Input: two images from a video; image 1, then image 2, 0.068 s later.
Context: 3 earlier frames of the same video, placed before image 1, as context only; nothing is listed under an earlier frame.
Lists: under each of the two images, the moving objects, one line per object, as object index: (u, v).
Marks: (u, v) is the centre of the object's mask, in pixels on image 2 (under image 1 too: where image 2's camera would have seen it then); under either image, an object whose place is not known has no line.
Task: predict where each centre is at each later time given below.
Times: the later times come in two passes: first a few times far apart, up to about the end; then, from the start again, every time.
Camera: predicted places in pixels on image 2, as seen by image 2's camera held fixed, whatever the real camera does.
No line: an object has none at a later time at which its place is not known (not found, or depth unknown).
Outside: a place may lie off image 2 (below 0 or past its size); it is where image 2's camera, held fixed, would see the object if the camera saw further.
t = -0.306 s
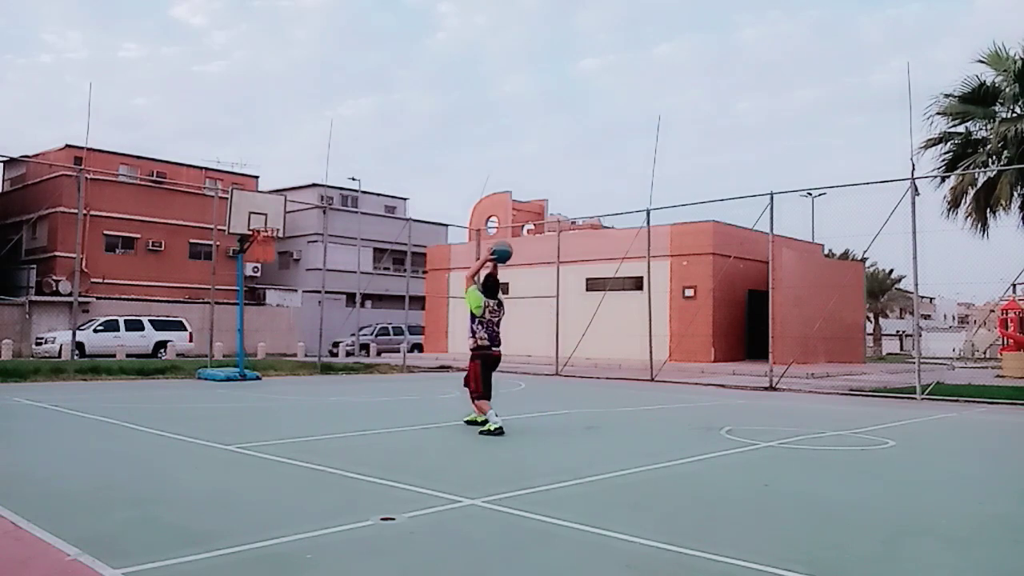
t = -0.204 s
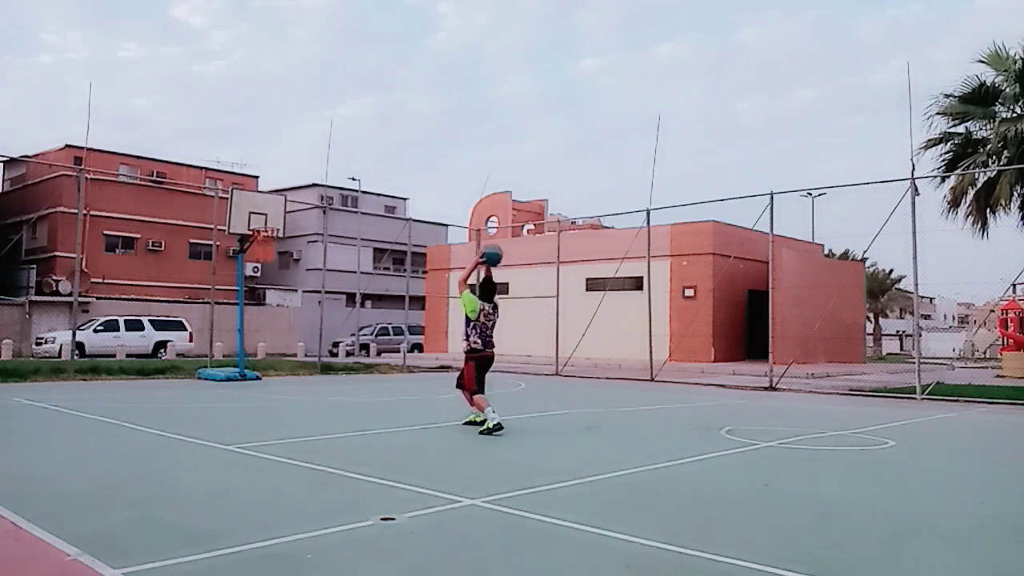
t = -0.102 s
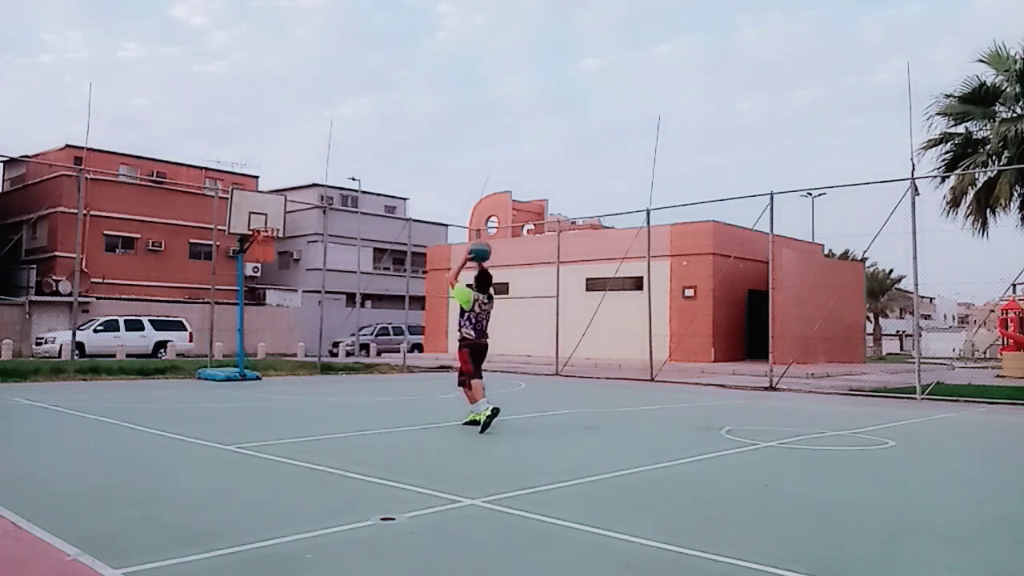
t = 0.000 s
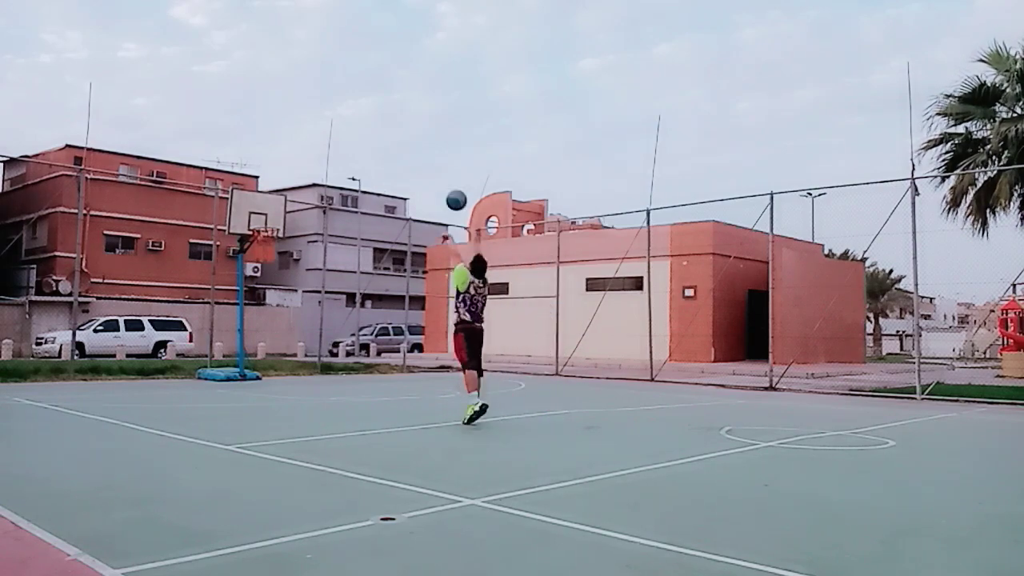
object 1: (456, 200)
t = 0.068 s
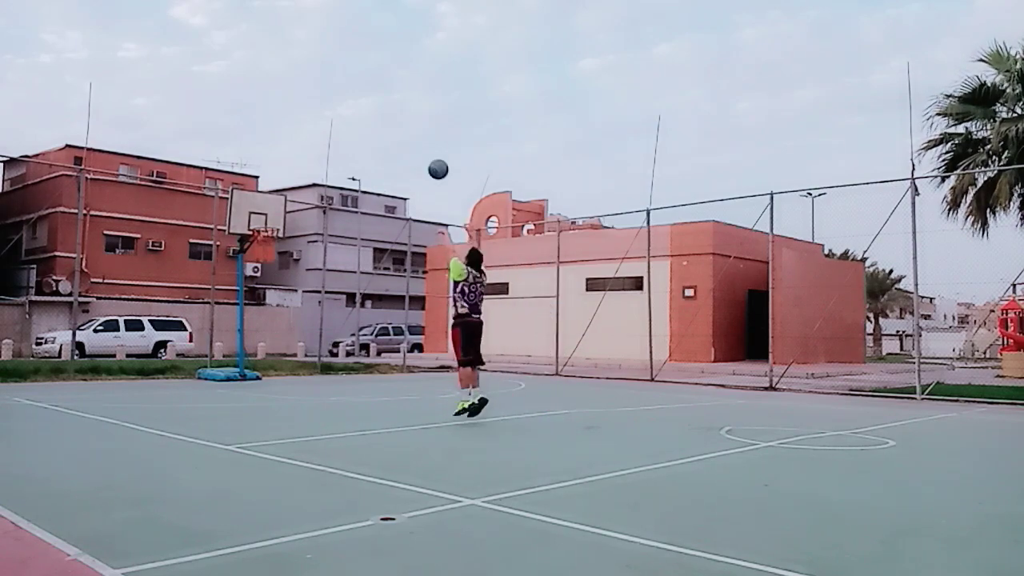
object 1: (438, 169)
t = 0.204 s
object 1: (406, 125)
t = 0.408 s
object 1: (365, 95)
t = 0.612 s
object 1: (332, 96)
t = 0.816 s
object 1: (304, 122)
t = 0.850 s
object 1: (300, 128)
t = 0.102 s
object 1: (429, 156)
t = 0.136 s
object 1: (421, 144)
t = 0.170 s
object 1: (413, 134)
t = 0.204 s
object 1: (406, 125)
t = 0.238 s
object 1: (398, 118)
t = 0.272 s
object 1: (391, 111)
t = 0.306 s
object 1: (385, 106)
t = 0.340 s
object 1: (378, 101)
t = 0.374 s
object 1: (372, 98)
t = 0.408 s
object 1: (365, 95)
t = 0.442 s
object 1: (359, 93)
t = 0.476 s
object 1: (354, 92)
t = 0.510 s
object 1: (348, 92)
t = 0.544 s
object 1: (342, 93)
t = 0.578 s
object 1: (337, 94)
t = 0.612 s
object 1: (332, 96)
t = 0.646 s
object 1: (327, 99)
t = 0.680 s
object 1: (322, 103)
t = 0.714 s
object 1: (317, 107)
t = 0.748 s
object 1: (313, 111)
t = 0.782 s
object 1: (309, 117)
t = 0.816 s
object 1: (304, 122)
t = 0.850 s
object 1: (300, 128)
